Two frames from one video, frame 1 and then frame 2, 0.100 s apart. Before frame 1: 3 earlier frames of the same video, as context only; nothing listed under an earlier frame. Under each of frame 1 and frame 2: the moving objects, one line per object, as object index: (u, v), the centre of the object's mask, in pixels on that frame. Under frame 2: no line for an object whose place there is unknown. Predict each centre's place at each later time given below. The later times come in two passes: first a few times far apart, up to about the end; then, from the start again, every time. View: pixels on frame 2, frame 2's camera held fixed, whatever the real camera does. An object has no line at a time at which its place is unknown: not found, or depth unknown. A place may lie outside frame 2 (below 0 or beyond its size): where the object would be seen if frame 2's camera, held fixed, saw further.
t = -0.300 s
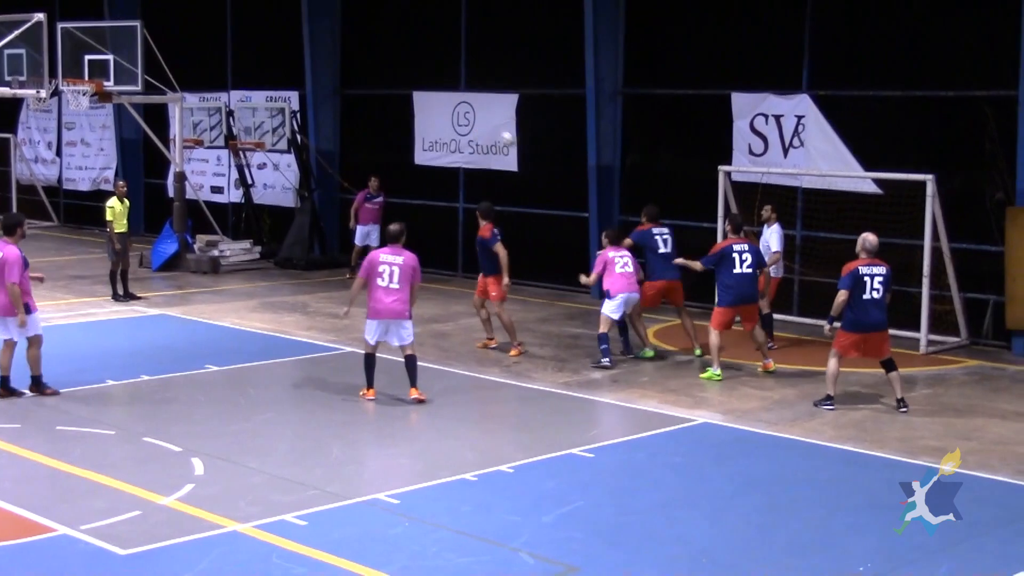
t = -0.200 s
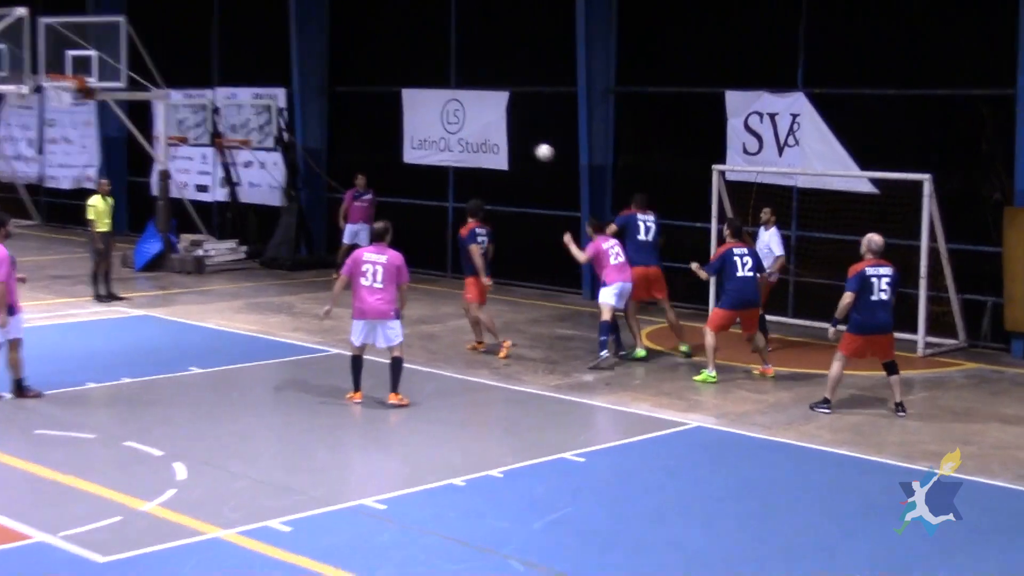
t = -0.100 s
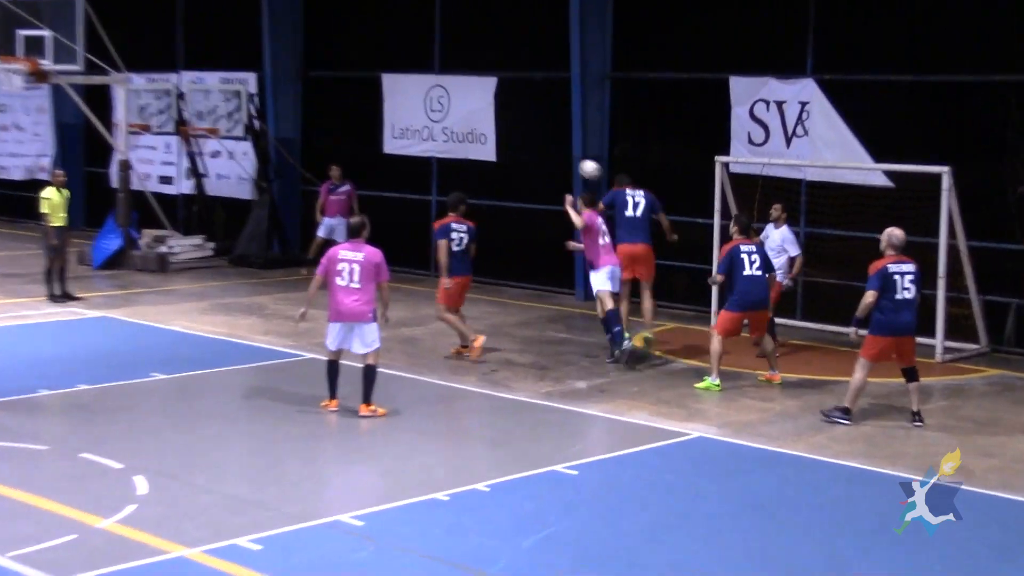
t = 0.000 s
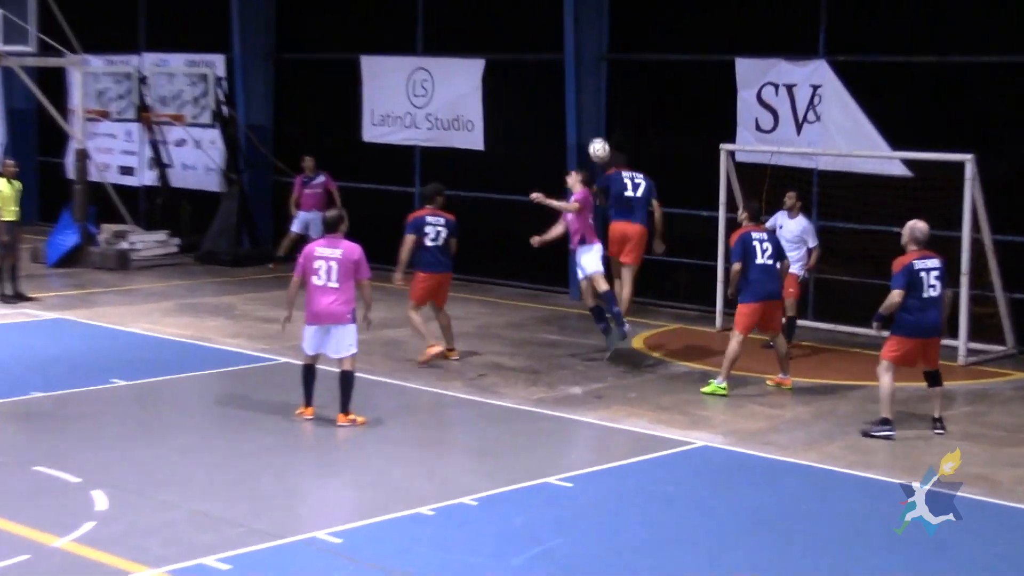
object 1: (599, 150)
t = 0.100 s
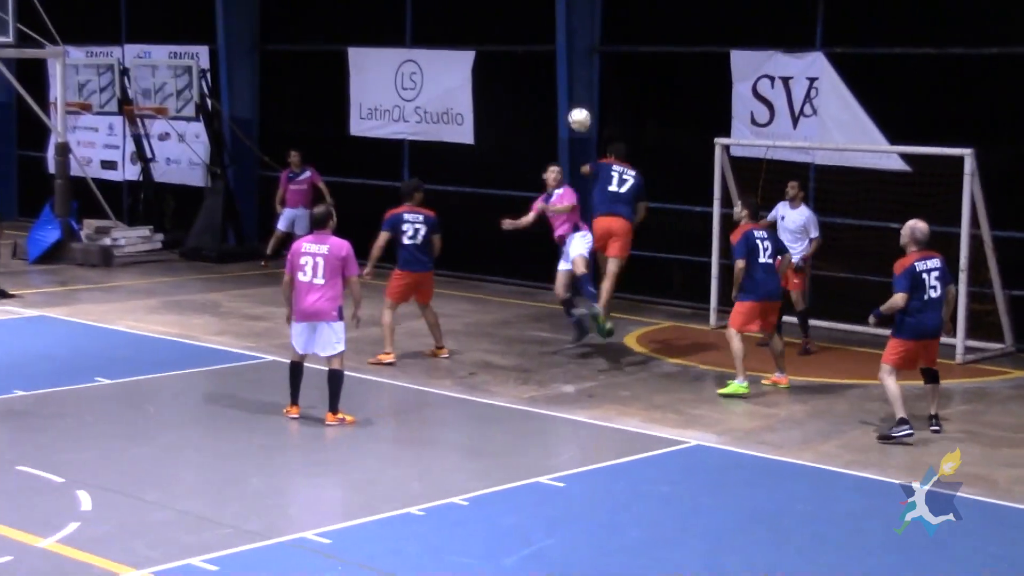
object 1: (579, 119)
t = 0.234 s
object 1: (562, 101)
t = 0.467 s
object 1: (528, 120)
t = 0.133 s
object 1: (575, 113)
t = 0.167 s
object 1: (571, 108)
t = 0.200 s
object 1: (567, 104)
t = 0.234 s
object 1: (562, 101)
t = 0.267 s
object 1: (558, 100)
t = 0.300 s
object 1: (553, 100)
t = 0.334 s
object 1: (548, 101)
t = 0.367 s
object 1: (543, 104)
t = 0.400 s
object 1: (539, 108)
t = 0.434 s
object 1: (534, 113)
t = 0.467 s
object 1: (528, 120)
